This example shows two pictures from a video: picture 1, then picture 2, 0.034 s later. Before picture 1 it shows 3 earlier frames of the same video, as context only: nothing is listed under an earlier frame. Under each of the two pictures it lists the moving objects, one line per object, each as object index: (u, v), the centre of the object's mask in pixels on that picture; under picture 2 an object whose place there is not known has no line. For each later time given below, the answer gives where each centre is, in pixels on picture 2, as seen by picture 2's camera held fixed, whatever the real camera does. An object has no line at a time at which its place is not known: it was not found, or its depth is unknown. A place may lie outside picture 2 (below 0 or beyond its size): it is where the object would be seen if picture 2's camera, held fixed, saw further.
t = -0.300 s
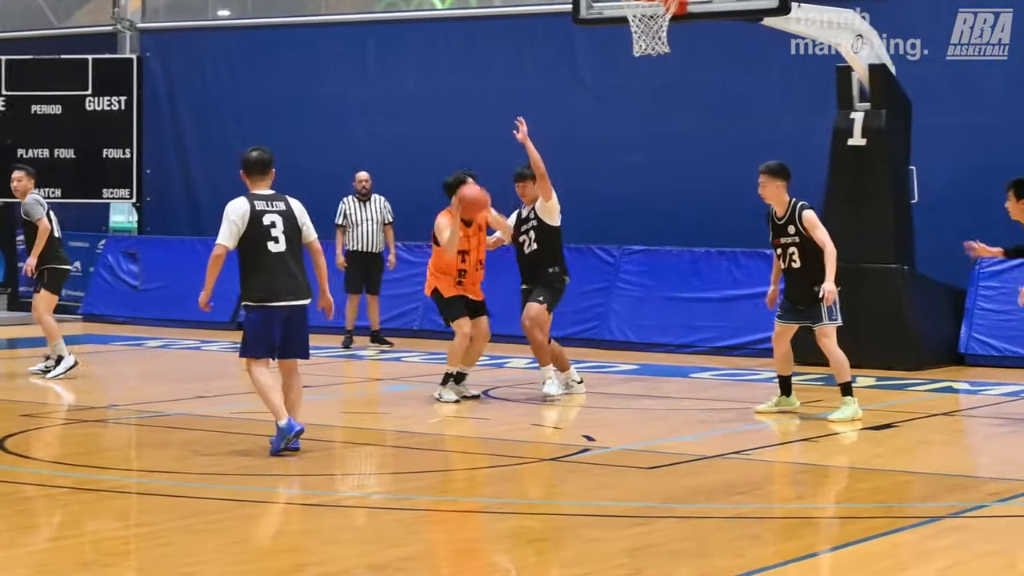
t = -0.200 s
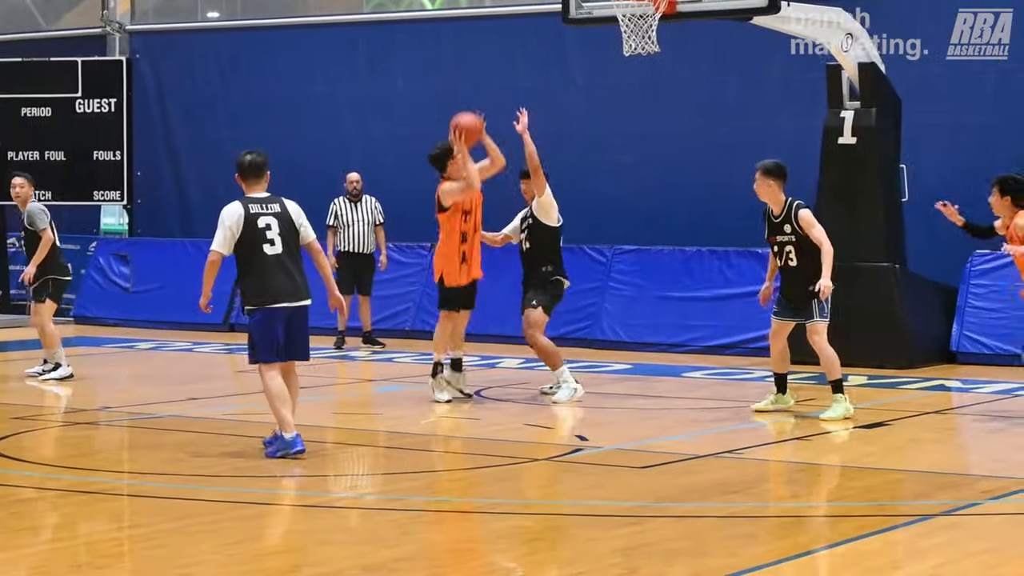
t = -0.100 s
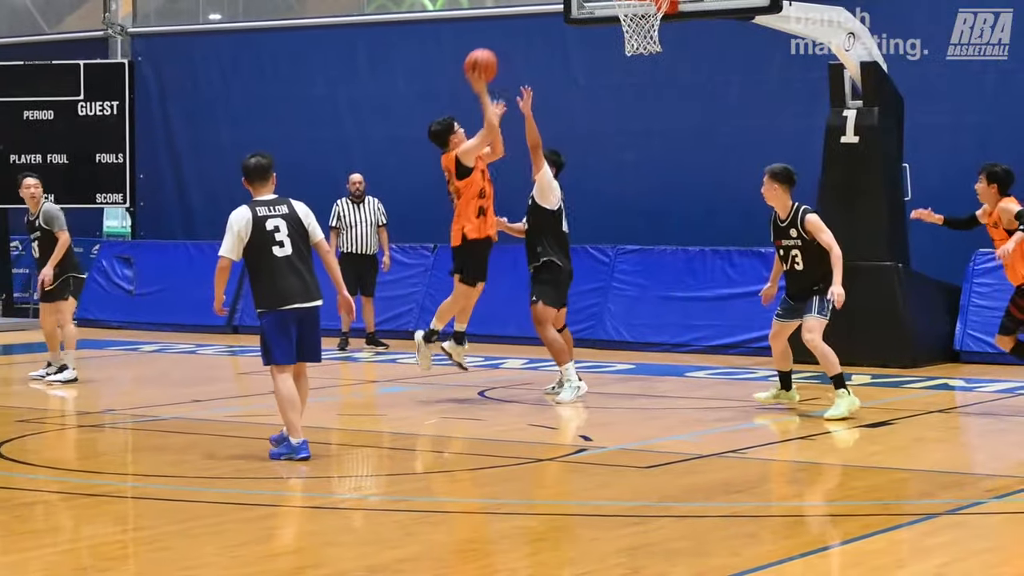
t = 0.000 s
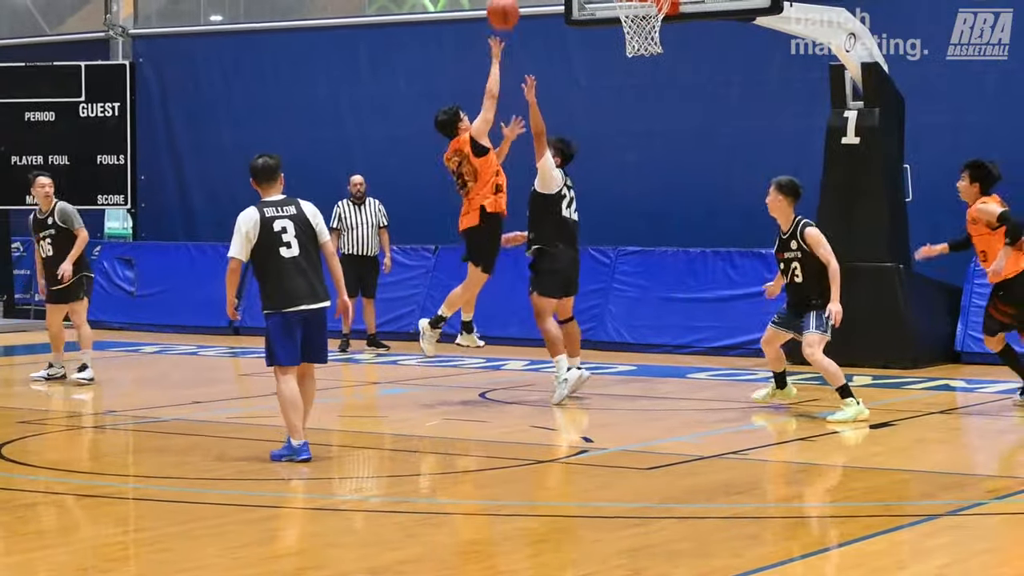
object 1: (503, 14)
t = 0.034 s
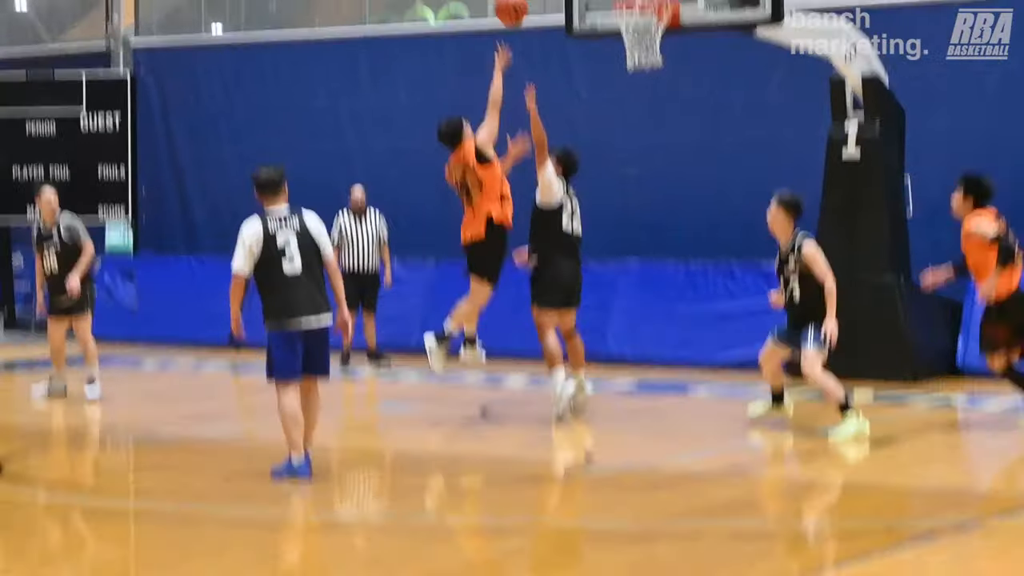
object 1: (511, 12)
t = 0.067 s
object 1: (518, -8)
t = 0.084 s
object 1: (521, -16)
